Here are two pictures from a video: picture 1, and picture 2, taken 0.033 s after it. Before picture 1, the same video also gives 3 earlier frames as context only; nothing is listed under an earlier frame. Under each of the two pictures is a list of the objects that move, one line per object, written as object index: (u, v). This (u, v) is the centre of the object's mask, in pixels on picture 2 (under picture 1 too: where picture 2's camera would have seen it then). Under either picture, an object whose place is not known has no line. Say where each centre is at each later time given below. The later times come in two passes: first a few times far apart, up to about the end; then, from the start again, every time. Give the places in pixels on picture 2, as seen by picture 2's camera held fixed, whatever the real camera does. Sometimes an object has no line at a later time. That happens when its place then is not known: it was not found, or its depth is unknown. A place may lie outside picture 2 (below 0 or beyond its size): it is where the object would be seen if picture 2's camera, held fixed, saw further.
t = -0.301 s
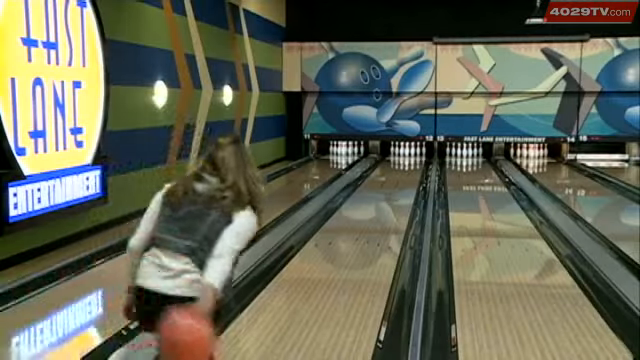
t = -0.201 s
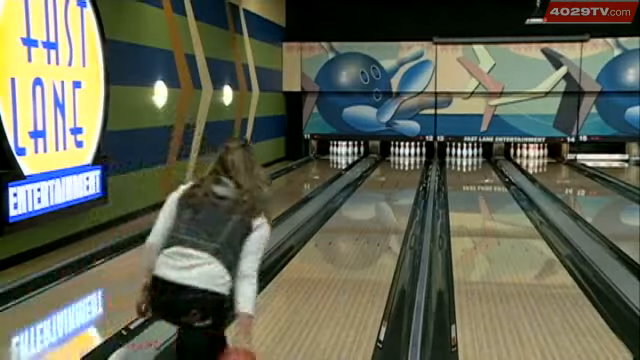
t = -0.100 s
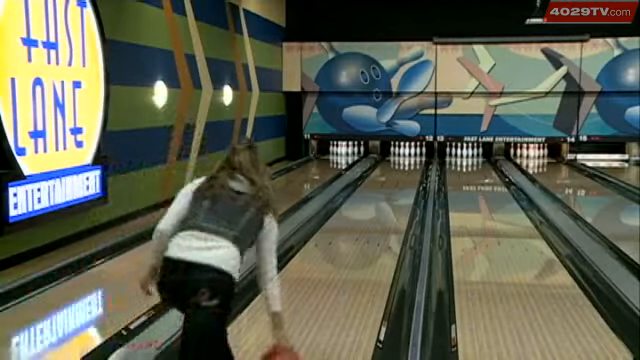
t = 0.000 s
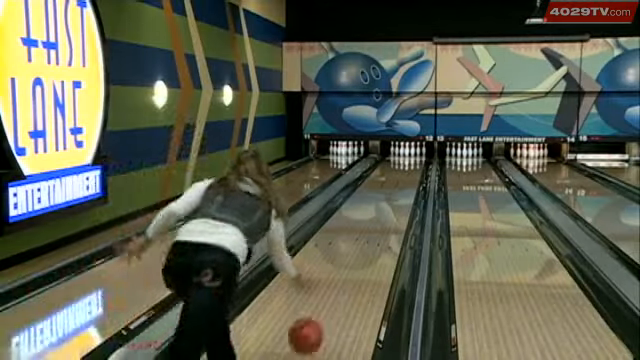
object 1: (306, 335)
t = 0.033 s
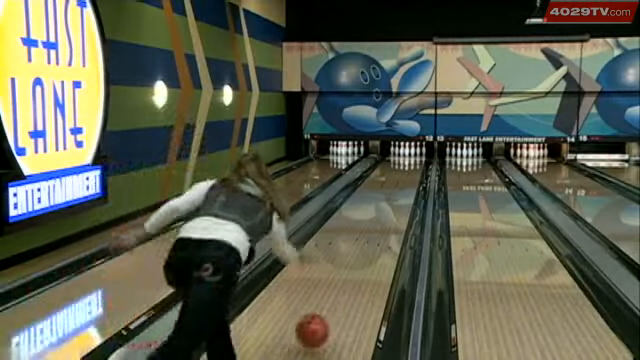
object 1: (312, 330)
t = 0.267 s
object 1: (344, 276)
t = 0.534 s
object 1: (364, 236)
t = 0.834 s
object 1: (379, 209)
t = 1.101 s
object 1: (388, 192)
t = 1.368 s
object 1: (394, 181)
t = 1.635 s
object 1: (398, 173)
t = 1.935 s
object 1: (402, 166)
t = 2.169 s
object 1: (404, 162)
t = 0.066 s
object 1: (317, 327)
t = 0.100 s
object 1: (323, 314)
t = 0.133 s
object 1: (328, 305)
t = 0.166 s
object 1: (333, 297)
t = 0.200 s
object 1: (336, 291)
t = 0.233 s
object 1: (340, 283)
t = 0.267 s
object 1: (344, 276)
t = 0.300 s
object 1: (347, 270)
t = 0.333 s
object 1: (350, 265)
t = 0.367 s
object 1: (354, 259)
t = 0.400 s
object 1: (356, 254)
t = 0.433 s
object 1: (359, 249)
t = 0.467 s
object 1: (361, 245)
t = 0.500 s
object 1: (364, 240)
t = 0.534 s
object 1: (364, 236)
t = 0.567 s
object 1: (365, 234)
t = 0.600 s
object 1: (368, 230)
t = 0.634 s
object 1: (370, 227)
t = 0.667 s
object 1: (372, 223)
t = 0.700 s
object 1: (374, 220)
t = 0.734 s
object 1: (375, 217)
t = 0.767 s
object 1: (376, 214)
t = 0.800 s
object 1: (377, 212)
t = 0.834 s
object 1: (379, 209)
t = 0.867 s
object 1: (380, 207)
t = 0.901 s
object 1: (381, 205)
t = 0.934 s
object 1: (382, 203)
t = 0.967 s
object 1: (384, 200)
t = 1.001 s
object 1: (385, 199)
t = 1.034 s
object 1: (387, 196)
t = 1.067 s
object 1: (388, 194)
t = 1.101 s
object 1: (388, 192)
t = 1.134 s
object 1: (388, 191)
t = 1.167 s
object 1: (389, 190)
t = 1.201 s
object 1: (389, 190)
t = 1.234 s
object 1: (390, 186)
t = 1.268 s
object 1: (390, 186)
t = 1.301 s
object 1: (392, 184)
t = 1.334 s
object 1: (393, 182)
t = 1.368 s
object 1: (394, 181)
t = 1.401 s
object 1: (394, 180)
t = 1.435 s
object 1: (395, 180)
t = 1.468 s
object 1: (396, 178)
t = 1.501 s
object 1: (395, 177)
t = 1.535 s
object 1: (397, 176)
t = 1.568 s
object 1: (398, 175)
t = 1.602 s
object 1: (398, 174)
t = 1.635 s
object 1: (398, 173)
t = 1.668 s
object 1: (398, 173)
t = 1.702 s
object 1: (399, 171)
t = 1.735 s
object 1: (399, 170)
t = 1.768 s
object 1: (400, 168)
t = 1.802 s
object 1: (401, 168)
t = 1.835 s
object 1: (401, 167)
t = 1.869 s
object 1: (401, 167)
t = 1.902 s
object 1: (401, 166)
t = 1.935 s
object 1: (402, 166)
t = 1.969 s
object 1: (403, 165)
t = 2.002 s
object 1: (403, 165)
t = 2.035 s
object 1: (403, 164)
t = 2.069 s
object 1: (403, 164)
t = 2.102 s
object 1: (403, 163)
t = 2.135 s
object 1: (403, 162)
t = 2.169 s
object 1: (404, 162)
